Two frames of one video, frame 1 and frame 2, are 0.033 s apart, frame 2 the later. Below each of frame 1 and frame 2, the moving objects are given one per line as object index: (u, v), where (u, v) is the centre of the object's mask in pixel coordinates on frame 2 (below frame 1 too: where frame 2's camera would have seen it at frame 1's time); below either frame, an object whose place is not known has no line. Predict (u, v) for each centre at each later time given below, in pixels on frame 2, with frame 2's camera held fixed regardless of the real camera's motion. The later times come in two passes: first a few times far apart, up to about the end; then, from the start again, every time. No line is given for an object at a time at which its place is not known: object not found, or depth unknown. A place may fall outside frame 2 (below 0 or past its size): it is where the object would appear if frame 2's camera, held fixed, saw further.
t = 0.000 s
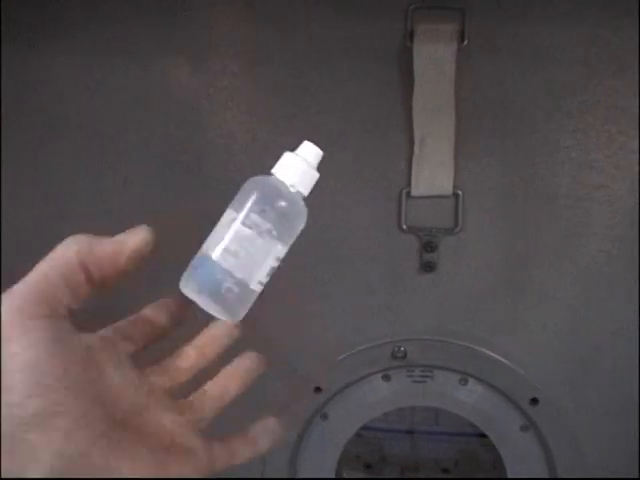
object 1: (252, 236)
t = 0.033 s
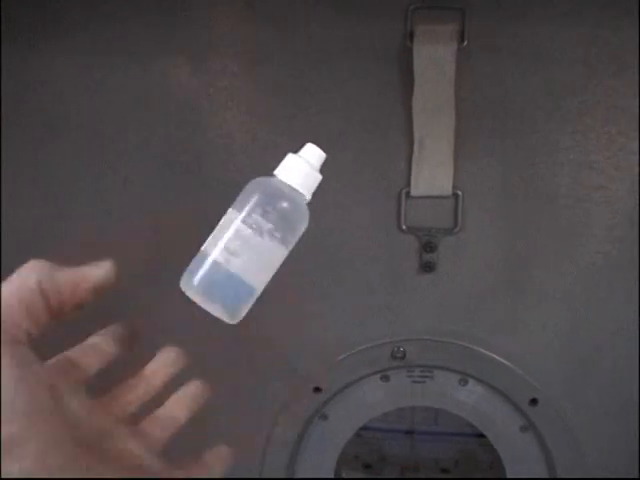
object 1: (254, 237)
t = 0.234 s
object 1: (264, 242)
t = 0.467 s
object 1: (275, 246)
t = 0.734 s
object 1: (289, 250)
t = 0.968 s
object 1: (305, 252)
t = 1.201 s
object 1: (317, 253)
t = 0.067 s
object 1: (256, 238)
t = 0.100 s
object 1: (258, 238)
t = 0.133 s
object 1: (259, 240)
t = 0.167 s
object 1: (262, 241)
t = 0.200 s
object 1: (263, 241)
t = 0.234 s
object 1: (264, 242)
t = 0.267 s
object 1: (265, 242)
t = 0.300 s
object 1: (266, 243)
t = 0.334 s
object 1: (268, 244)
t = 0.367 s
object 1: (270, 244)
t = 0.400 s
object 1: (271, 245)
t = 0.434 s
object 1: (273, 245)
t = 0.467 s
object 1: (275, 246)
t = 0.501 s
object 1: (276, 247)
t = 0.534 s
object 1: (278, 248)
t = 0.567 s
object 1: (280, 248)
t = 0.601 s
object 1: (282, 248)
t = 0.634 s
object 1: (283, 249)
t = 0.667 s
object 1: (284, 250)
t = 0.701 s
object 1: (287, 250)
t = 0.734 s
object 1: (289, 250)
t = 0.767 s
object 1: (292, 250)
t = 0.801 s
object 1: (295, 250)
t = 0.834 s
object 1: (297, 251)
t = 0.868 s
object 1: (298, 251)
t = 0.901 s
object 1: (301, 252)
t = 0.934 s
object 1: (303, 252)
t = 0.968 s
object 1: (305, 252)
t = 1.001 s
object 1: (307, 252)
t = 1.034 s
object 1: (309, 253)
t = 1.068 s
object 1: (311, 253)
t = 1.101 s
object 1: (312, 253)
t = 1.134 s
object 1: (314, 253)
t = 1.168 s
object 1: (315, 254)
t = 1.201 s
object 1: (317, 253)
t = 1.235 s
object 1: (318, 253)
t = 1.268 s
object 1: (319, 253)
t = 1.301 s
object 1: (320, 254)
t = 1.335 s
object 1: (321, 255)
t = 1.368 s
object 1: (323, 256)
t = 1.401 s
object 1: (323, 256)
